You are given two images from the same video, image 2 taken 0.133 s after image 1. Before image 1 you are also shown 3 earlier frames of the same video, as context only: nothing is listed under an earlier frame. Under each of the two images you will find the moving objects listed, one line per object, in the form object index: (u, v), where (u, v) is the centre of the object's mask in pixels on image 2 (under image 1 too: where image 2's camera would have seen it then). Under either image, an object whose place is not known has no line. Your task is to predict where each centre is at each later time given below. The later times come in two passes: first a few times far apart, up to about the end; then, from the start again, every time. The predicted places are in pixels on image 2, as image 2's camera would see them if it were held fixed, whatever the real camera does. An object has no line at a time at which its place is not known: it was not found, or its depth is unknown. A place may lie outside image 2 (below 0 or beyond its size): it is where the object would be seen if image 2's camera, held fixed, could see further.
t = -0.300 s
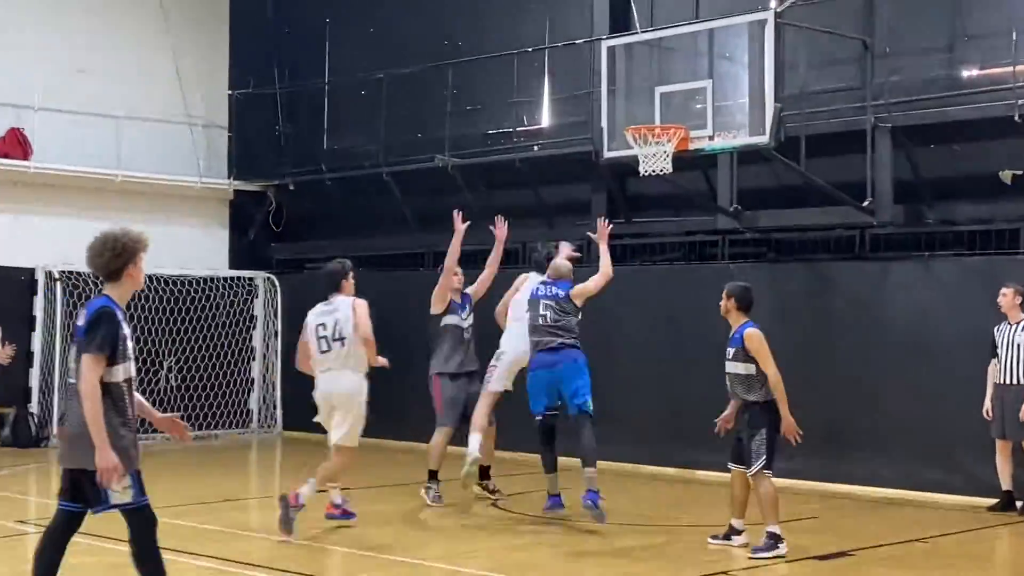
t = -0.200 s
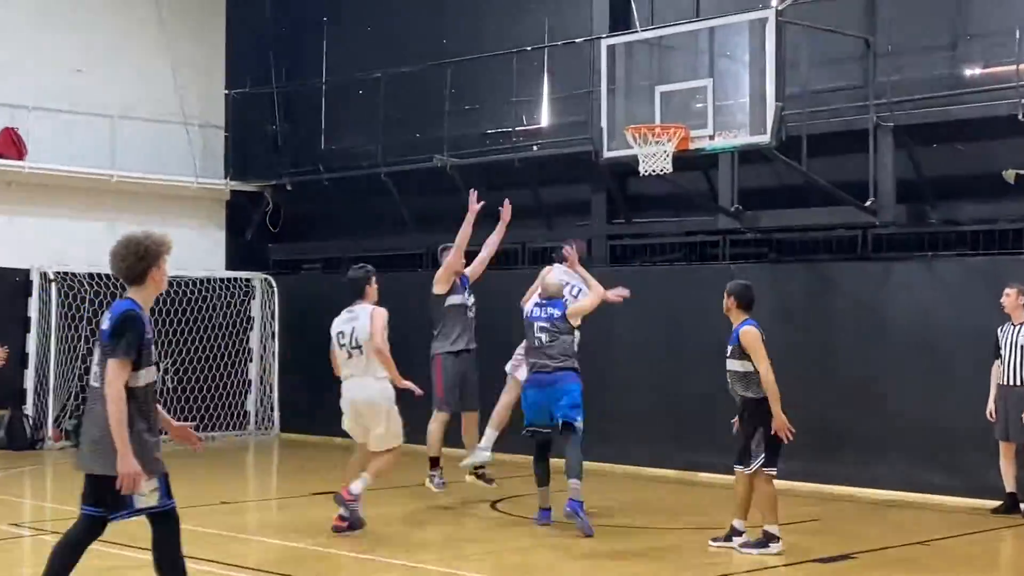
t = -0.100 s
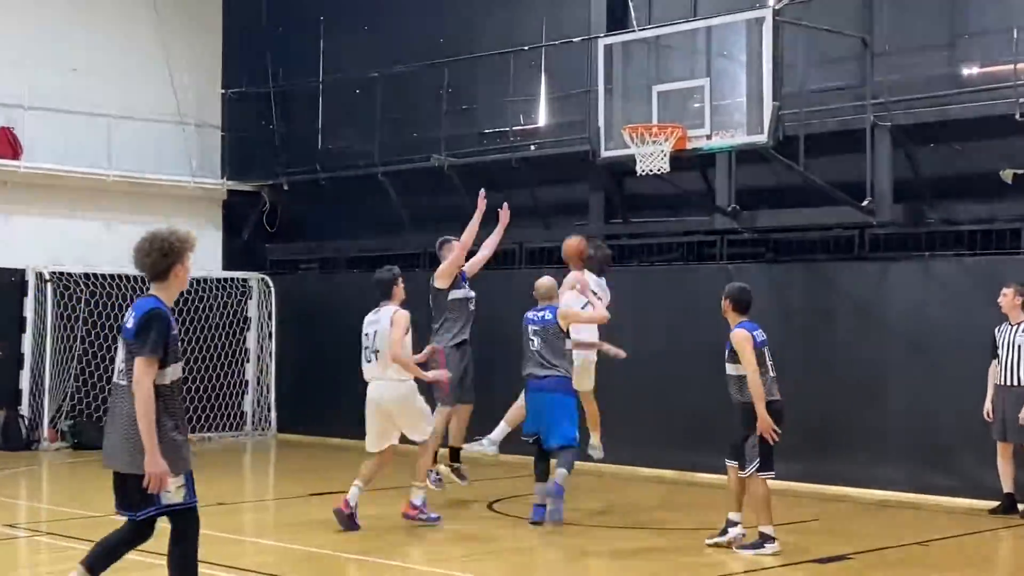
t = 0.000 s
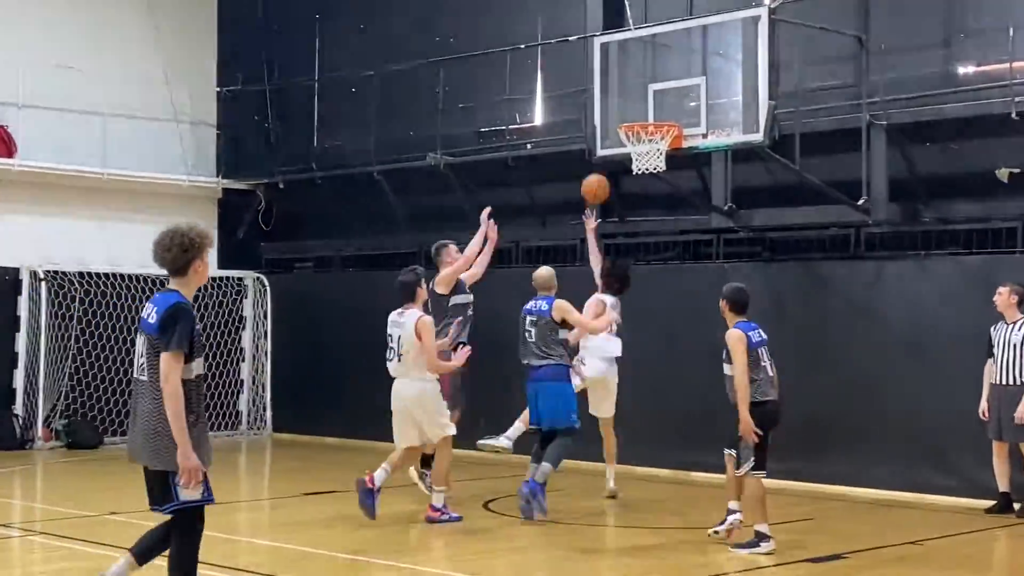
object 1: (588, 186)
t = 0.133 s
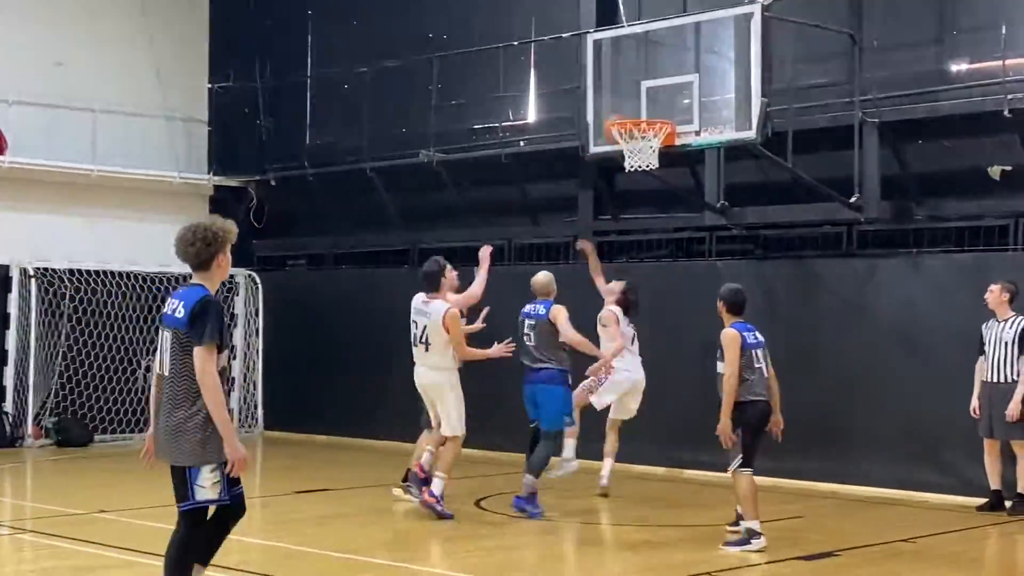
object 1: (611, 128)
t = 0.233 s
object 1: (629, 106)
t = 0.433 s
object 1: (653, 91)
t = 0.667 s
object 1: (677, 95)
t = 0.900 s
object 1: (679, 103)
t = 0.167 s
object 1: (623, 113)
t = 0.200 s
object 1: (625, 110)
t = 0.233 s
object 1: (629, 106)
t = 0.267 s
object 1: (632, 100)
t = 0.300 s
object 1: (637, 96)
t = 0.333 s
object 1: (642, 93)
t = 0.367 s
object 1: (645, 91)
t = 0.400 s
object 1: (649, 91)
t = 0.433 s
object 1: (653, 91)
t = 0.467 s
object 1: (658, 95)
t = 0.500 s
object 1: (661, 98)
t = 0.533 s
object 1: (665, 104)
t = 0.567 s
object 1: (669, 108)
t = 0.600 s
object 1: (671, 104)
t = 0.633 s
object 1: (674, 99)
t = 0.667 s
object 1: (677, 95)
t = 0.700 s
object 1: (678, 93)
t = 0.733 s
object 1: (679, 91)
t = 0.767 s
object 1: (679, 91)
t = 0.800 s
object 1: (679, 92)
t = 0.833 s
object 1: (680, 94)
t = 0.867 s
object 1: (679, 98)
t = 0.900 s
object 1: (679, 103)
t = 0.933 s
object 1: (680, 110)
